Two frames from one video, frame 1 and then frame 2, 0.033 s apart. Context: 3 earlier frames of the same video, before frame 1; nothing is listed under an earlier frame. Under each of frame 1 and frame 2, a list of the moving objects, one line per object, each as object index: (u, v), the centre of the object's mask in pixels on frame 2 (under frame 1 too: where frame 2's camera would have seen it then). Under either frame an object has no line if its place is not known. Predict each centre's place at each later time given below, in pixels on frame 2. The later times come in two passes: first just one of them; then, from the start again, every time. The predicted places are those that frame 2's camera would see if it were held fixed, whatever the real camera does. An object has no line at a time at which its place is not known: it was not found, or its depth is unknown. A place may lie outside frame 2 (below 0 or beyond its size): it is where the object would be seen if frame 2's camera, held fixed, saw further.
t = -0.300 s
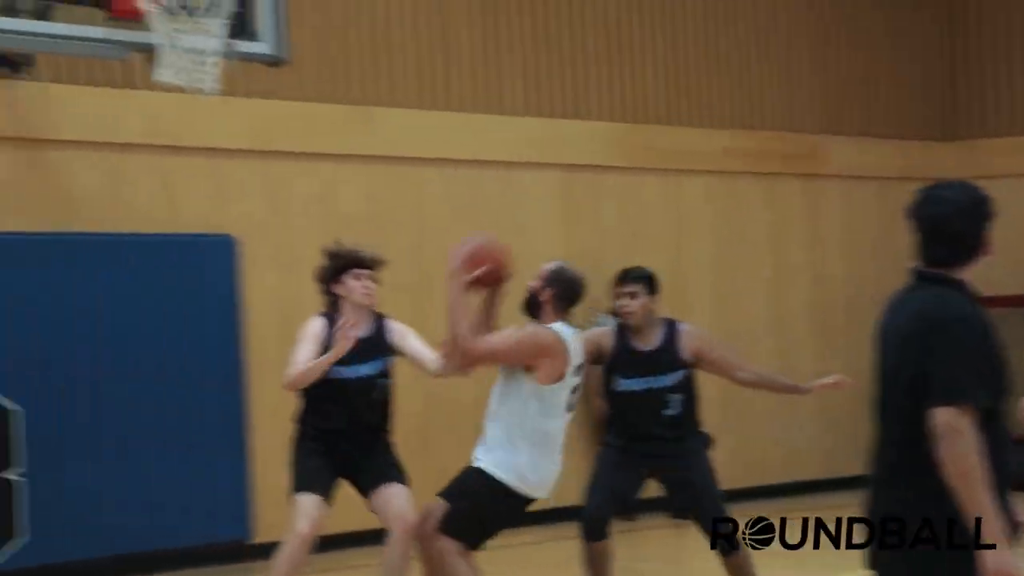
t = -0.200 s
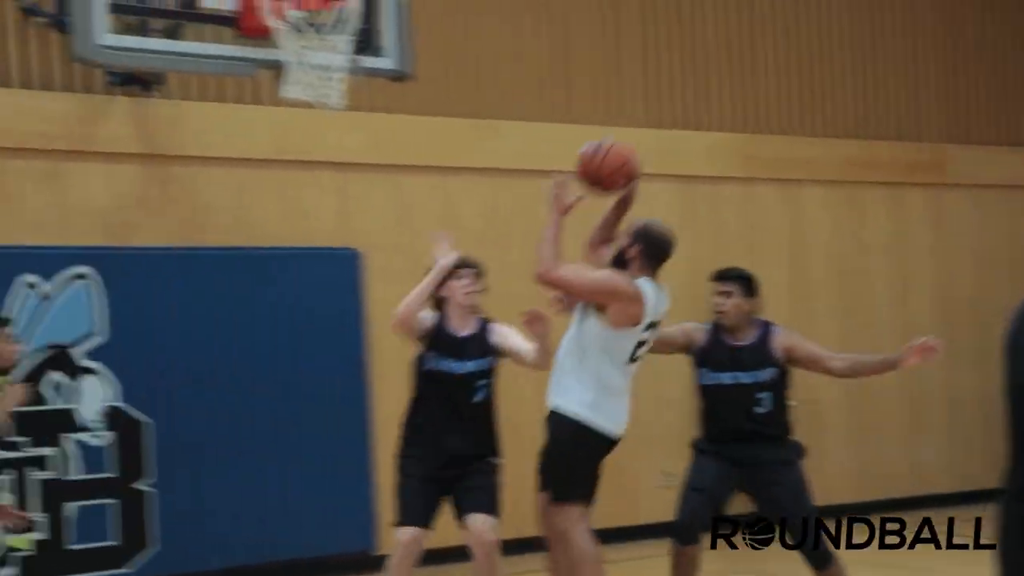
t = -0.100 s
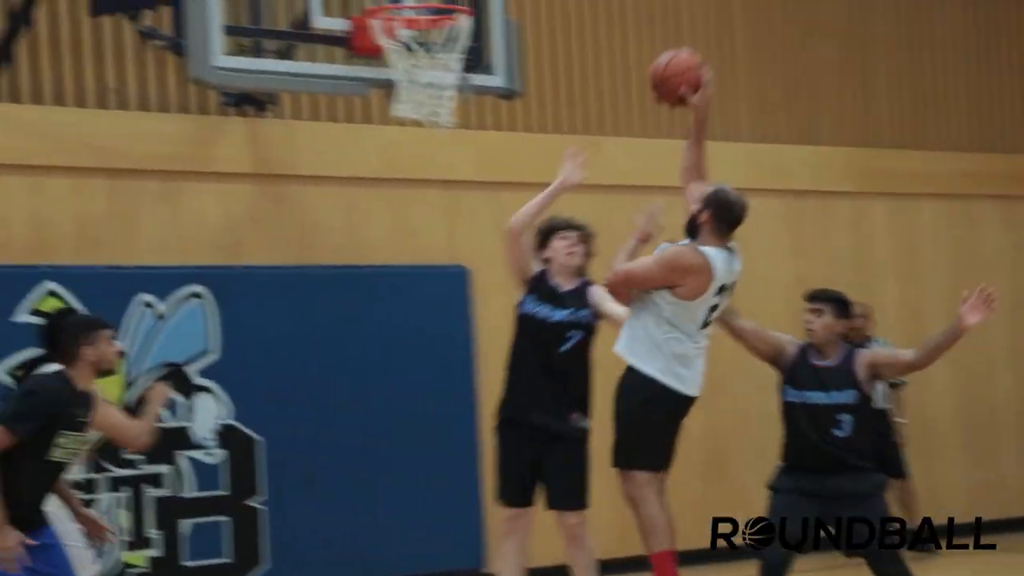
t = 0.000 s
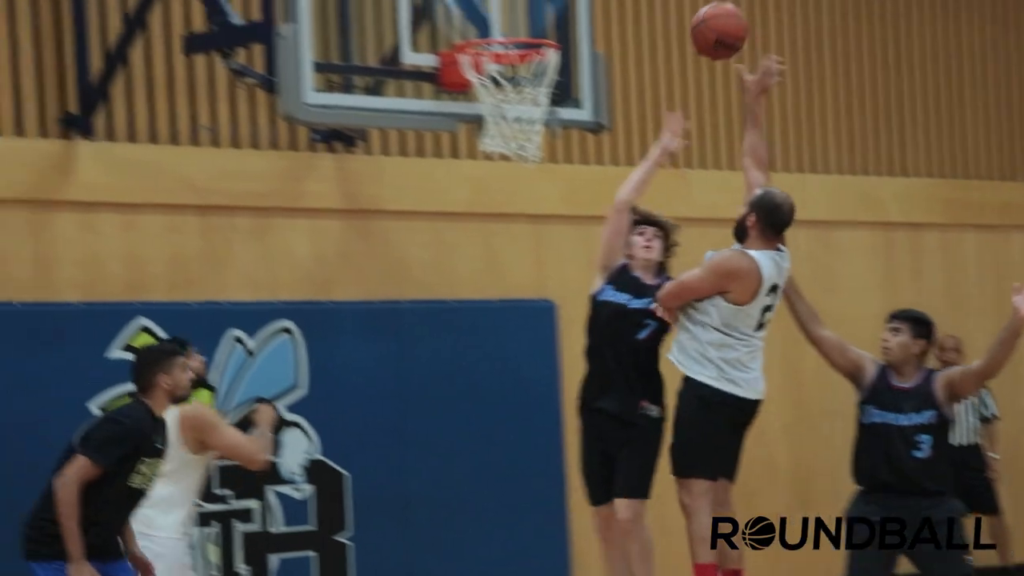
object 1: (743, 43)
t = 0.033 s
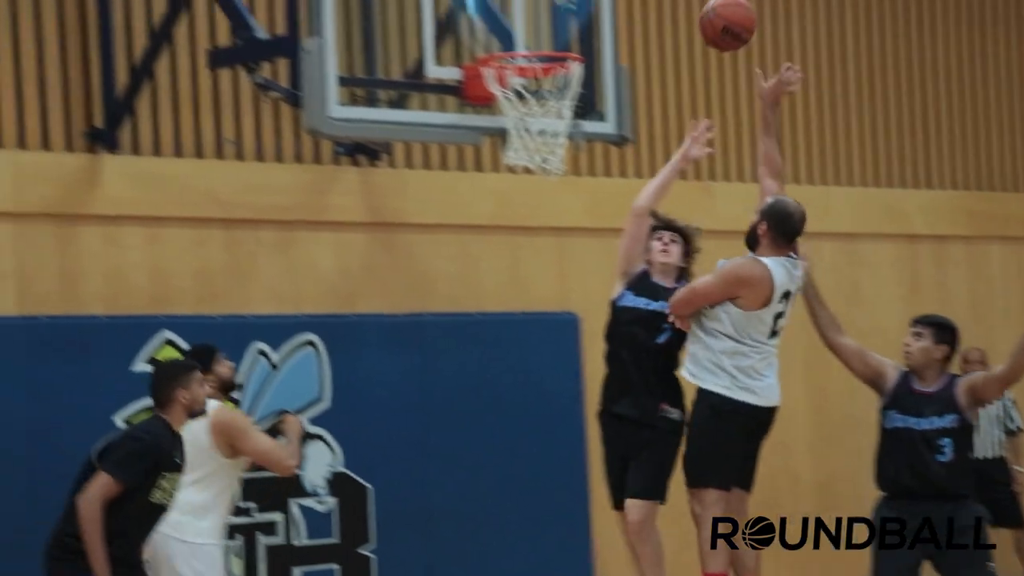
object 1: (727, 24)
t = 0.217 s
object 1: (648, -45)
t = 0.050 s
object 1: (720, 16)
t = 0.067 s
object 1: (712, 8)
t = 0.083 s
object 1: (705, 1)
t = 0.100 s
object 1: (697, -7)
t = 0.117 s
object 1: (690, -14)
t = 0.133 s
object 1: (683, -21)
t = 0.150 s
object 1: (676, -27)
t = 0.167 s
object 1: (669, -33)
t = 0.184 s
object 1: (662, -37)
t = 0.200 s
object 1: (655, -42)
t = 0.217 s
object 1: (648, -45)
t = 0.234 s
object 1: (642, -47)
